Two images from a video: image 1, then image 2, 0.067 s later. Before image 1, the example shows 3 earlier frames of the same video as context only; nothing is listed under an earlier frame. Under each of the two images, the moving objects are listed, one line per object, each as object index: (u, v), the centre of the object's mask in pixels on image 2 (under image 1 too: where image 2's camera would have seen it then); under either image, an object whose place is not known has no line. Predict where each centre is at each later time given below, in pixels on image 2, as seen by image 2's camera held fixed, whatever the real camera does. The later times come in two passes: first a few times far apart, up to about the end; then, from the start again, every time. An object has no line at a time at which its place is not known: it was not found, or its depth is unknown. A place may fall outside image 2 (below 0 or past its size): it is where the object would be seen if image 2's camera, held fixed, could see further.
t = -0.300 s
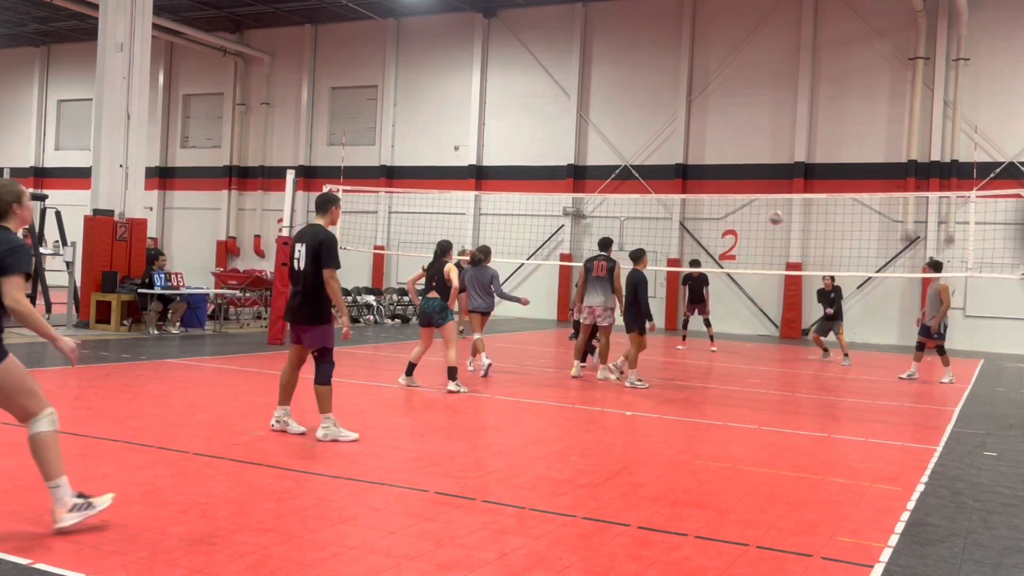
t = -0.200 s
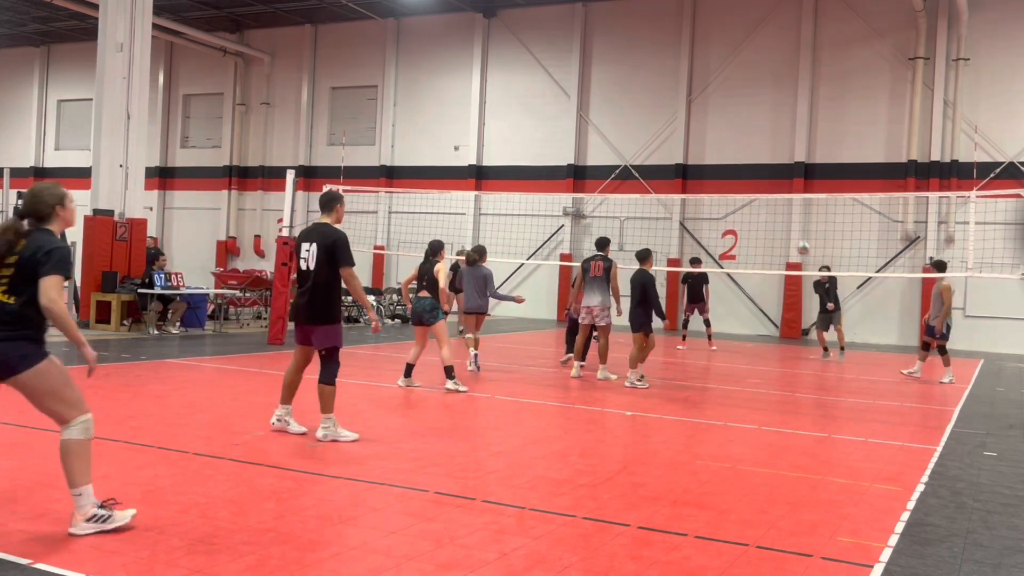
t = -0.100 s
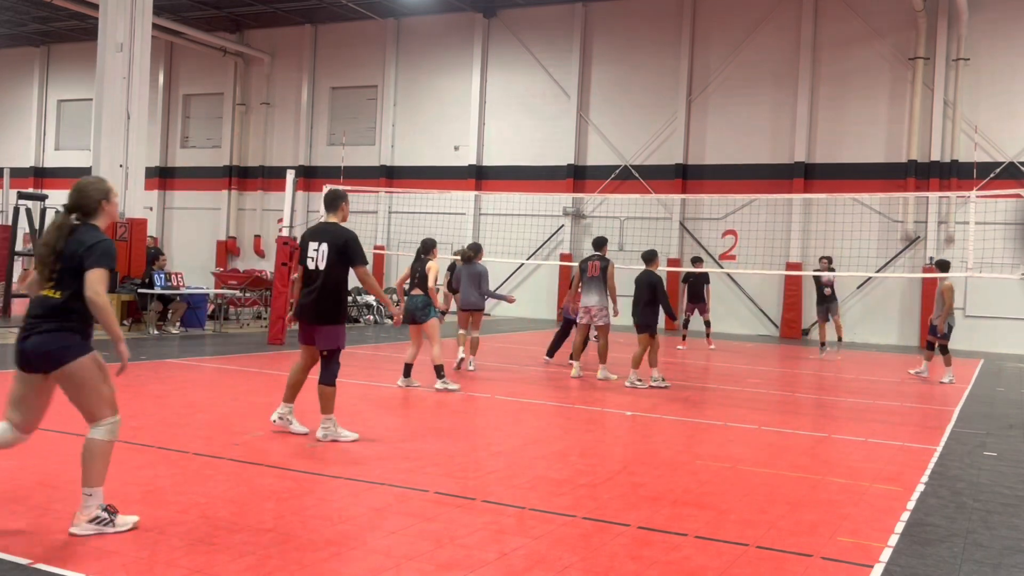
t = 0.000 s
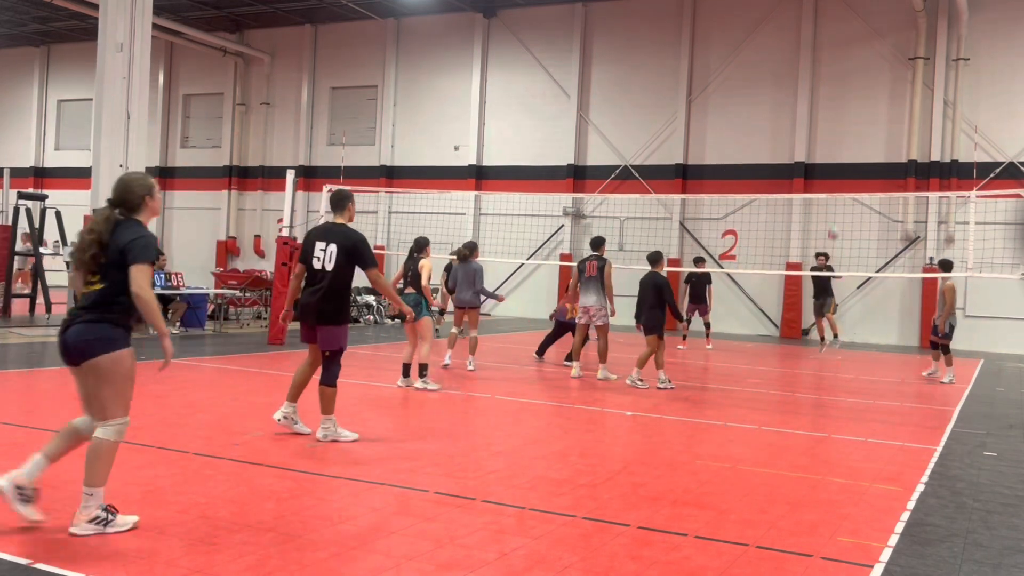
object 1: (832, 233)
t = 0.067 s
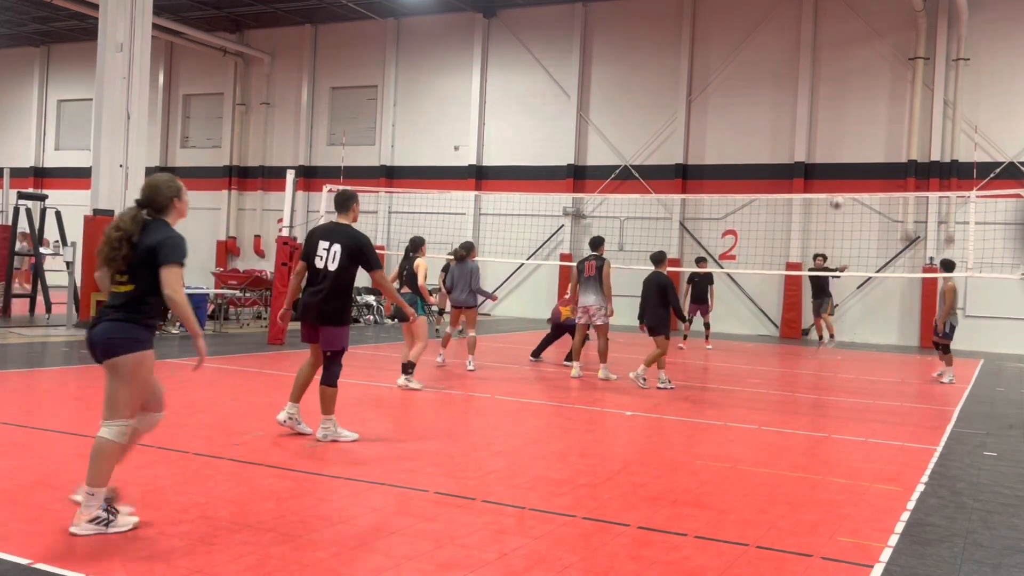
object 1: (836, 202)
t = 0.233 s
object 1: (844, 136)
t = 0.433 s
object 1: (852, 74)
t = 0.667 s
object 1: (861, 28)
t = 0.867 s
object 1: (867, 14)
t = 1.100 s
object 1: (873, 32)
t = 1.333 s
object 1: (878, 90)
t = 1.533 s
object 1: (879, 174)
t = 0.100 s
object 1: (838, 187)
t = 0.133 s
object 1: (839, 174)
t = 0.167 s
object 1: (841, 161)
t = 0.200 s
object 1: (842, 148)
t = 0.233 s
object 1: (844, 136)
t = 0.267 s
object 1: (845, 124)
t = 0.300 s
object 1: (847, 113)
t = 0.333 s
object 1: (848, 102)
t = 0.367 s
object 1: (849, 92)
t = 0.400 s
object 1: (851, 83)
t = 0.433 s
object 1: (852, 74)
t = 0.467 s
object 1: (853, 65)
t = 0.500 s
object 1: (855, 58)
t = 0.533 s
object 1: (856, 50)
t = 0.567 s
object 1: (857, 44)
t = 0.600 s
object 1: (858, 38)
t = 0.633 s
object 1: (859, 33)
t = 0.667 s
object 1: (861, 28)
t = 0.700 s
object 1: (862, 24)
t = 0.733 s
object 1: (863, 21)
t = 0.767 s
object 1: (864, 18)
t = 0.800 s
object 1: (866, 17)
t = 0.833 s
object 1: (866, 16)
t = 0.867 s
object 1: (867, 14)
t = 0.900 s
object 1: (868, 15)
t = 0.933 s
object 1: (869, 16)
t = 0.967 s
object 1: (870, 18)
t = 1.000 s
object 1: (871, 20)
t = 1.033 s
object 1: (872, 24)
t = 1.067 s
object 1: (873, 28)
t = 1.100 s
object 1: (873, 32)
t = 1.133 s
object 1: (875, 38)
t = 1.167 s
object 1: (876, 44)
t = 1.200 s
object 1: (876, 52)
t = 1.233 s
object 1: (877, 60)
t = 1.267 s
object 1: (877, 69)
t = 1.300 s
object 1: (877, 79)
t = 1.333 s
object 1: (878, 90)
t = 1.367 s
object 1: (878, 102)
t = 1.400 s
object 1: (878, 115)
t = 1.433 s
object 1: (879, 128)
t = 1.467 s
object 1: (879, 143)
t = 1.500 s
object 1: (879, 158)
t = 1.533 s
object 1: (879, 174)
